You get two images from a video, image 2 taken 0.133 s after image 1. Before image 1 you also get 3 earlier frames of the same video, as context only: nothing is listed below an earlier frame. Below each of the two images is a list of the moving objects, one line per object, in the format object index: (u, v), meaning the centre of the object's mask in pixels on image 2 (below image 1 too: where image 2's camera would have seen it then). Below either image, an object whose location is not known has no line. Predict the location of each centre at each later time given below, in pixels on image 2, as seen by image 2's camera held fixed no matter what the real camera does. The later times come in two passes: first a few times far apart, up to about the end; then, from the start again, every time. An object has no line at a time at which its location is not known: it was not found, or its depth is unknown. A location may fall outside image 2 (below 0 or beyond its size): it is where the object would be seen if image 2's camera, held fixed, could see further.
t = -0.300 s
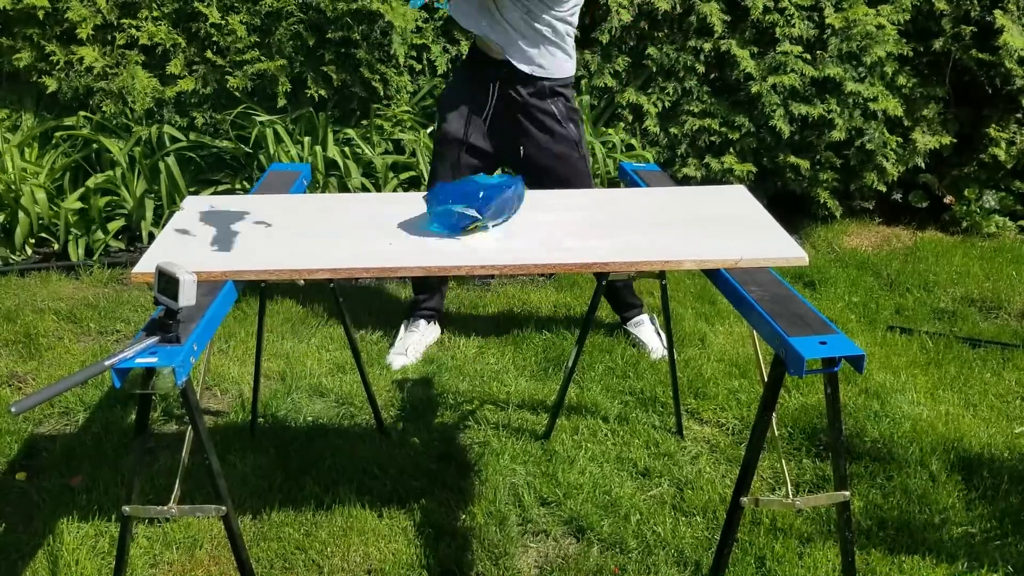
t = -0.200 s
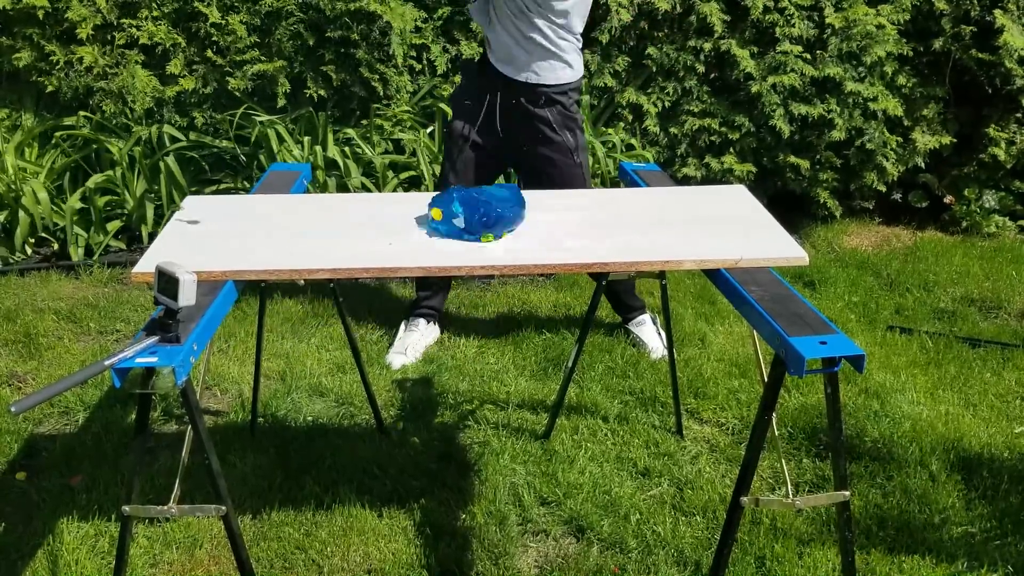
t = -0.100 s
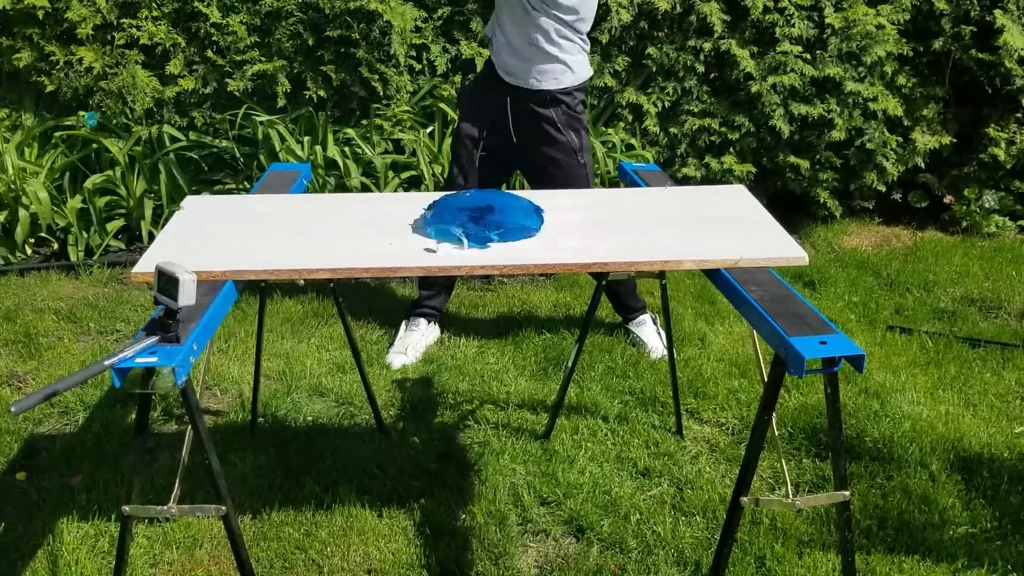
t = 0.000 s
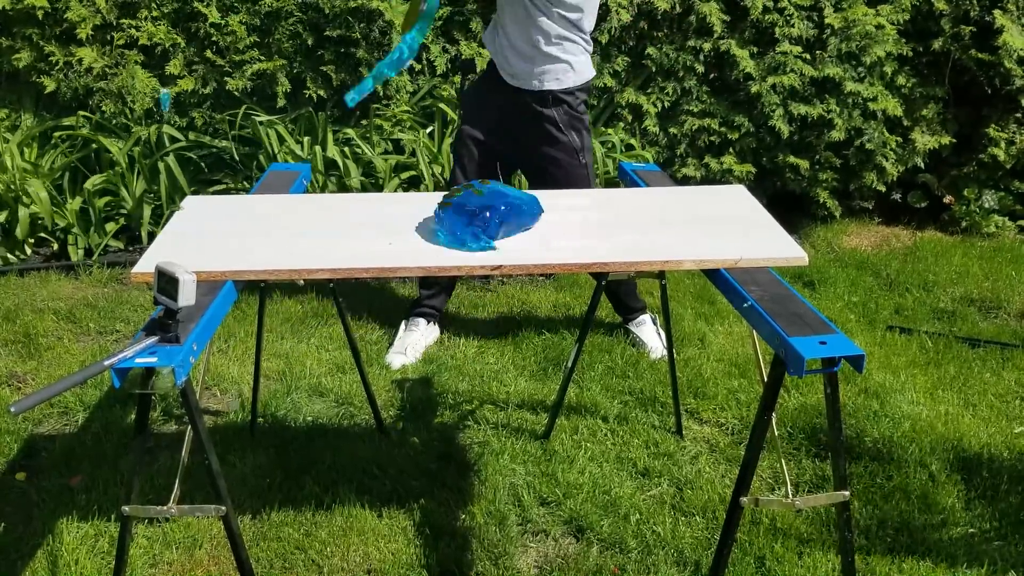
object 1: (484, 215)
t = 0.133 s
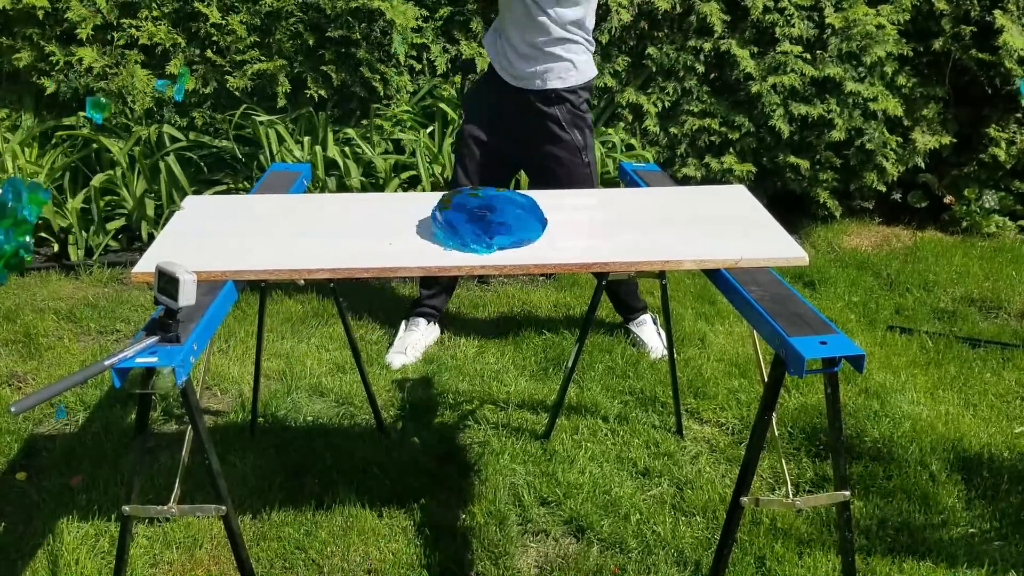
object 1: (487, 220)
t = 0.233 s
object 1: (482, 219)
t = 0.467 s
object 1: (478, 219)
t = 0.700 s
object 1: (484, 219)
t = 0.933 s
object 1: (479, 220)
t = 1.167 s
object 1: (481, 220)
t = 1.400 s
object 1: (480, 220)
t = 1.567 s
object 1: (478, 219)
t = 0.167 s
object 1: (486, 222)
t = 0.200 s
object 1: (483, 221)
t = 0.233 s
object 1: (482, 219)
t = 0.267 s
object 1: (477, 218)
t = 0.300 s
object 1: (476, 218)
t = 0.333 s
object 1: (474, 218)
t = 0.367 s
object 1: (475, 220)
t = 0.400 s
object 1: (474, 218)
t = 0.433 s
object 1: (477, 219)
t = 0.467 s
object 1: (478, 219)
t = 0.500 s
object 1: (480, 219)
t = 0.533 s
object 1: (482, 218)
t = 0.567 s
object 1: (483, 218)
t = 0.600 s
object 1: (484, 218)
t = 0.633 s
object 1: (485, 218)
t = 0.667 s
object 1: (484, 218)
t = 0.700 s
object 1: (484, 219)
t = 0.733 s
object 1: (484, 219)
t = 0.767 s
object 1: (483, 219)
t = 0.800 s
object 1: (483, 219)
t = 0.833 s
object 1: (481, 219)
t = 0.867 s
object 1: (481, 220)
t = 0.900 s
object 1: (479, 220)
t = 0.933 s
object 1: (479, 220)
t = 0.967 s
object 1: (478, 219)
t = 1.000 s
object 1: (477, 219)
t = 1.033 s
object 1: (477, 219)
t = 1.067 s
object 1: (478, 219)
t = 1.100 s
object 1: (479, 220)
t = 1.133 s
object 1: (479, 220)
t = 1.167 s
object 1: (481, 220)
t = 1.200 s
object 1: (481, 220)
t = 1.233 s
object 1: (482, 220)
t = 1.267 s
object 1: (482, 219)
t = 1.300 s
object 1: (482, 219)
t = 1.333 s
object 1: (482, 219)
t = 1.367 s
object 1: (481, 219)
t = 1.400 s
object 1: (480, 220)
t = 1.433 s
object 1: (480, 220)
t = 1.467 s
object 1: (480, 220)
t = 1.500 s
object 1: (480, 220)
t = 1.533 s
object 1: (479, 220)
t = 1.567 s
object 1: (478, 219)
